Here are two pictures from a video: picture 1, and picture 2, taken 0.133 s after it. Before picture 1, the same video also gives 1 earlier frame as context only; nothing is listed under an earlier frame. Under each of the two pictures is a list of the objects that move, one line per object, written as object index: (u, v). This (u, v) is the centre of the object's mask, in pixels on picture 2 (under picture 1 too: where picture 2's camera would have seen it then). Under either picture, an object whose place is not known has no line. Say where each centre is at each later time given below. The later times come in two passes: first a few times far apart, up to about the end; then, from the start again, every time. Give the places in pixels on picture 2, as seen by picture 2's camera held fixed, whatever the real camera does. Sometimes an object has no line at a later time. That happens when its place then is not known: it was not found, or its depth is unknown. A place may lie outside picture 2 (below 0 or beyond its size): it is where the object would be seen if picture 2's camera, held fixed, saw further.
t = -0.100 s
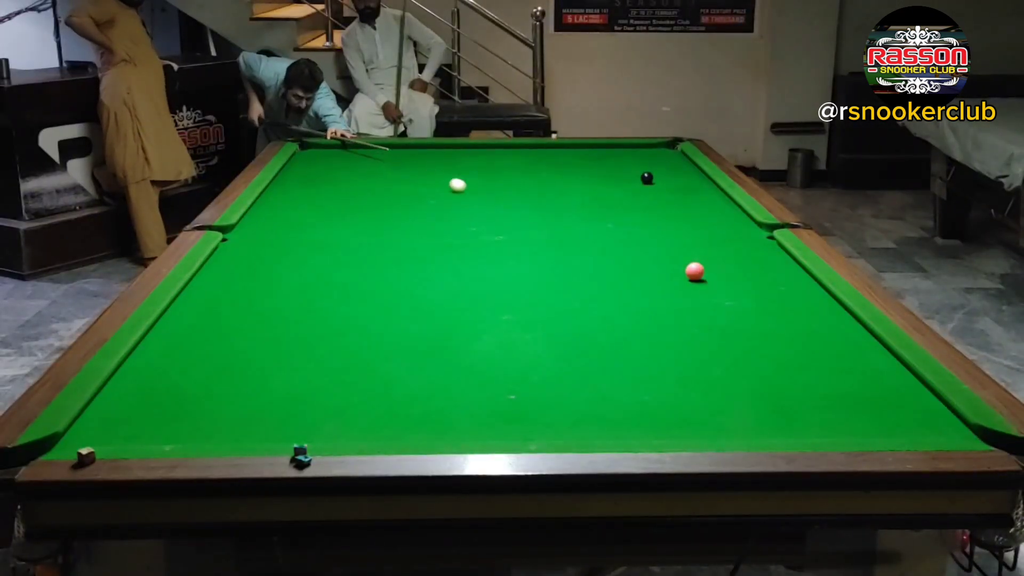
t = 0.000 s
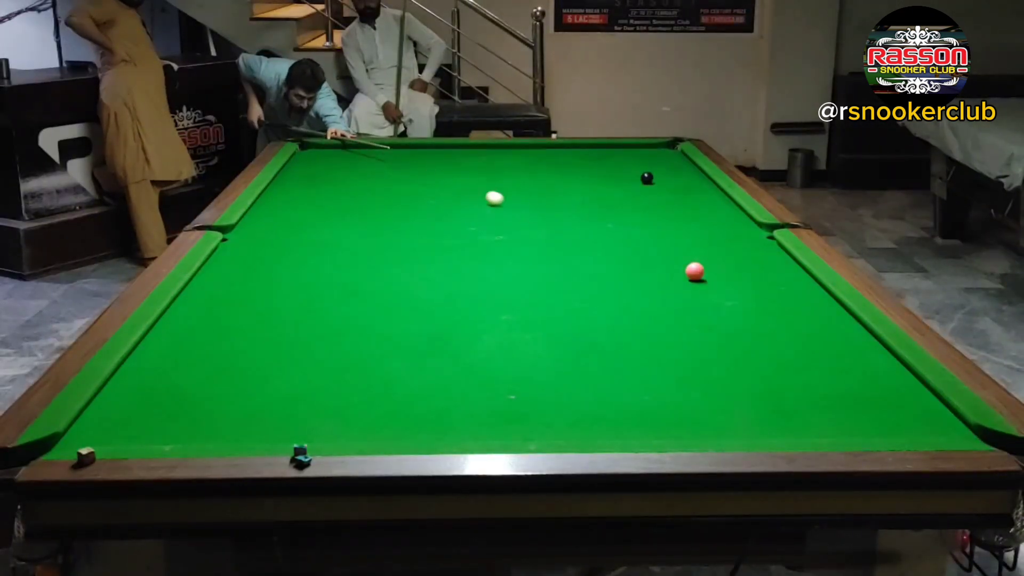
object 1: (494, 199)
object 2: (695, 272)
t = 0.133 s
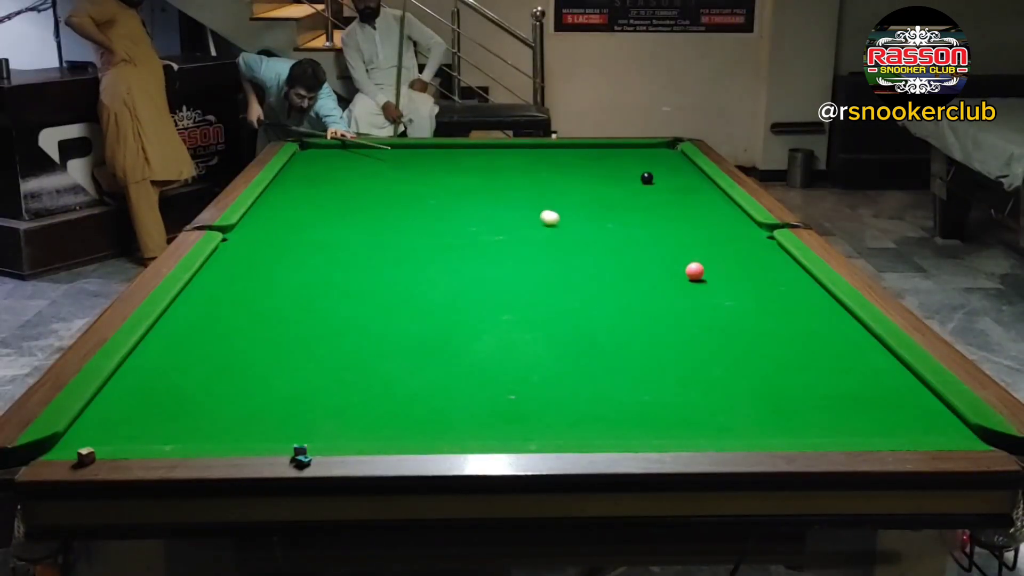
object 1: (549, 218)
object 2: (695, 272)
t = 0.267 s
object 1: (613, 241)
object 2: (695, 272)
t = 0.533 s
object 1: (721, 268)
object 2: (744, 300)
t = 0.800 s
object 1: (807, 280)
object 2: (841, 358)
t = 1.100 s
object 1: (756, 289)
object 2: (988, 440)
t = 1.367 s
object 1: (706, 297)
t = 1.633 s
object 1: (657, 304)
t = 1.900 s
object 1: (611, 311)
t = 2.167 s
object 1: (566, 318)
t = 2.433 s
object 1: (523, 325)
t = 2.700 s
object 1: (483, 331)
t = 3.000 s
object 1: (440, 338)
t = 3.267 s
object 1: (405, 343)
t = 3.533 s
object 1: (374, 348)
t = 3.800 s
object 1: (346, 352)
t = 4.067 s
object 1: (321, 356)
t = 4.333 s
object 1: (301, 359)
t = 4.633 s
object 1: (283, 363)
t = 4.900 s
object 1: (271, 365)
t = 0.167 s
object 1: (565, 224)
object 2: (695, 272)
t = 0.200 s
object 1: (580, 229)
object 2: (695, 272)
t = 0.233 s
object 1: (596, 235)
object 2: (695, 272)
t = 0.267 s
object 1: (613, 241)
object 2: (695, 272)
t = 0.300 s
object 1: (631, 247)
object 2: (695, 272)
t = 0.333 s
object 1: (649, 254)
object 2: (695, 272)
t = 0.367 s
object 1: (668, 260)
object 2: (695, 272)
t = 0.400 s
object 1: (684, 265)
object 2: (696, 273)
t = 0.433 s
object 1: (694, 266)
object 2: (708, 279)
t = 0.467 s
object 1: (703, 267)
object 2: (720, 286)
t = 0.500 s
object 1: (712, 268)
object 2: (732, 294)
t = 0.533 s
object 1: (721, 268)
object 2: (744, 300)
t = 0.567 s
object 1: (731, 270)
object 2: (756, 308)
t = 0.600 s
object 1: (741, 271)
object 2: (767, 315)
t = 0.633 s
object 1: (752, 272)
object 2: (778, 321)
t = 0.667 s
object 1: (763, 274)
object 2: (790, 328)
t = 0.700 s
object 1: (774, 275)
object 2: (802, 335)
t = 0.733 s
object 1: (785, 277)
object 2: (814, 342)
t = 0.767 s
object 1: (796, 279)
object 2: (827, 350)
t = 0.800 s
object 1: (807, 280)
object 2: (841, 358)
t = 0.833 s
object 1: (807, 281)
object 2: (854, 366)
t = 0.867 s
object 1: (800, 282)
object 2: (869, 374)
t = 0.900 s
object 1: (794, 284)
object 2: (884, 383)
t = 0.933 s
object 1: (787, 285)
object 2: (899, 392)
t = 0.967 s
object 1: (781, 286)
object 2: (915, 402)
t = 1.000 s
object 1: (774, 286)
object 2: (932, 412)
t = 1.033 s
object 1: (768, 287)
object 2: (950, 422)
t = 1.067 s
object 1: (762, 288)
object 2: (969, 431)
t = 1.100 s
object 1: (756, 289)
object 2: (988, 440)
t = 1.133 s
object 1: (749, 290)
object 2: (1009, 449)
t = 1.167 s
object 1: (743, 291)
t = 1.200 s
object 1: (737, 292)
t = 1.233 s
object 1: (731, 293)
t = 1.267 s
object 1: (724, 294)
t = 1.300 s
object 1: (718, 295)
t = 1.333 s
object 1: (712, 296)
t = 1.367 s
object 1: (706, 297)
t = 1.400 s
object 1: (700, 297)
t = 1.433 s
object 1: (694, 299)
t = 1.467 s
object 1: (688, 300)
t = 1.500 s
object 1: (682, 301)
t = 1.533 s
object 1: (676, 301)
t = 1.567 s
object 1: (670, 302)
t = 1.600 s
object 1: (664, 303)
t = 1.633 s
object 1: (657, 304)
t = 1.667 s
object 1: (651, 305)
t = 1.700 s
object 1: (646, 306)
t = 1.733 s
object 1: (640, 307)
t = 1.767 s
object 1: (634, 308)
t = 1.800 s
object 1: (628, 309)
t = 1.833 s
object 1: (622, 309)
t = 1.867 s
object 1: (616, 310)
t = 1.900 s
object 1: (611, 311)
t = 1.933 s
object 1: (605, 312)
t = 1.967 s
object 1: (599, 313)
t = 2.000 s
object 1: (594, 313)
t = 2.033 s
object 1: (588, 314)
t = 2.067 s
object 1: (582, 315)
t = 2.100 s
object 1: (577, 317)
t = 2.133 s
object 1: (572, 317)
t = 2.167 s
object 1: (566, 318)
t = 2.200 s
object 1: (560, 319)
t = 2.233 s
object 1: (555, 320)
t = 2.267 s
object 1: (550, 321)
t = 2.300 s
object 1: (544, 321)
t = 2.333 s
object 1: (539, 322)
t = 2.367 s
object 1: (534, 323)
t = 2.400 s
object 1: (528, 324)
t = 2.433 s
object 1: (523, 325)
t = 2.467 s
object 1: (518, 326)
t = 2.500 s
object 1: (513, 327)
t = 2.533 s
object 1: (508, 327)
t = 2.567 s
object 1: (503, 328)
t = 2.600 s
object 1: (498, 329)
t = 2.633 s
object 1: (492, 330)
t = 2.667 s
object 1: (488, 330)
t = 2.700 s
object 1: (483, 331)
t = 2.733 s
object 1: (477, 332)
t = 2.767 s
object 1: (473, 333)
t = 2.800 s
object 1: (468, 334)
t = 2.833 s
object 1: (463, 334)
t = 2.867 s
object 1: (459, 335)
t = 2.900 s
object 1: (454, 336)
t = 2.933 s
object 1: (449, 336)
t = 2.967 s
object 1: (445, 337)
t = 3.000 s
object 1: (440, 338)
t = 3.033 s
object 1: (435, 339)
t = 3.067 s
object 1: (431, 339)
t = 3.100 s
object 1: (427, 340)
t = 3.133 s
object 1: (422, 341)
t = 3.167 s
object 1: (418, 342)
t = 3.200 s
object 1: (414, 342)
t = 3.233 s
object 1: (410, 343)
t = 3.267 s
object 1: (405, 343)
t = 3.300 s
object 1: (401, 344)
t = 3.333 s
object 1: (397, 345)
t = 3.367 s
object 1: (394, 345)
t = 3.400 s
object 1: (389, 346)
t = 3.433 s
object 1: (385, 347)
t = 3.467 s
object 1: (382, 347)
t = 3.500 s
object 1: (378, 348)
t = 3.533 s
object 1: (374, 348)
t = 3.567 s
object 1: (370, 349)
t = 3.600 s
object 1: (367, 350)
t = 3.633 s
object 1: (363, 350)
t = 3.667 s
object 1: (360, 350)
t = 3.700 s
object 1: (356, 351)
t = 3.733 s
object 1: (352, 352)
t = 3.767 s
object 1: (349, 352)
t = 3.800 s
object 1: (346, 352)
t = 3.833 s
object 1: (343, 353)
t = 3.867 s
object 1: (339, 353)
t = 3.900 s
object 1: (336, 354)
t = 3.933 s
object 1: (333, 354)
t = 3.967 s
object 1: (330, 355)
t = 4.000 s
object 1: (327, 355)
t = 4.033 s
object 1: (324, 356)
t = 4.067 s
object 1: (321, 356)
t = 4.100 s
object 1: (318, 357)
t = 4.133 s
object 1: (316, 357)
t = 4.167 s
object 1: (313, 357)
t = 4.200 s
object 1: (310, 358)
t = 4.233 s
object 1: (308, 358)
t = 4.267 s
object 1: (305, 359)
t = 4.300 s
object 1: (303, 359)
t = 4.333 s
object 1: (301, 359)
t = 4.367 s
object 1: (298, 360)
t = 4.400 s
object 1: (296, 360)
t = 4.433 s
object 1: (294, 361)
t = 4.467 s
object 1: (292, 361)
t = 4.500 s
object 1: (290, 361)
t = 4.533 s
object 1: (288, 362)
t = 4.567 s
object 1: (286, 362)
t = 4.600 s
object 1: (284, 362)
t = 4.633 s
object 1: (283, 363)
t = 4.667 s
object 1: (280, 363)
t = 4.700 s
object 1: (279, 364)
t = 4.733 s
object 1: (277, 364)
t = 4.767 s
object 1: (276, 364)
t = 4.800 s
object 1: (275, 364)
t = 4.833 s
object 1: (273, 365)
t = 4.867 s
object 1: (272, 365)
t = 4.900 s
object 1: (271, 365)
